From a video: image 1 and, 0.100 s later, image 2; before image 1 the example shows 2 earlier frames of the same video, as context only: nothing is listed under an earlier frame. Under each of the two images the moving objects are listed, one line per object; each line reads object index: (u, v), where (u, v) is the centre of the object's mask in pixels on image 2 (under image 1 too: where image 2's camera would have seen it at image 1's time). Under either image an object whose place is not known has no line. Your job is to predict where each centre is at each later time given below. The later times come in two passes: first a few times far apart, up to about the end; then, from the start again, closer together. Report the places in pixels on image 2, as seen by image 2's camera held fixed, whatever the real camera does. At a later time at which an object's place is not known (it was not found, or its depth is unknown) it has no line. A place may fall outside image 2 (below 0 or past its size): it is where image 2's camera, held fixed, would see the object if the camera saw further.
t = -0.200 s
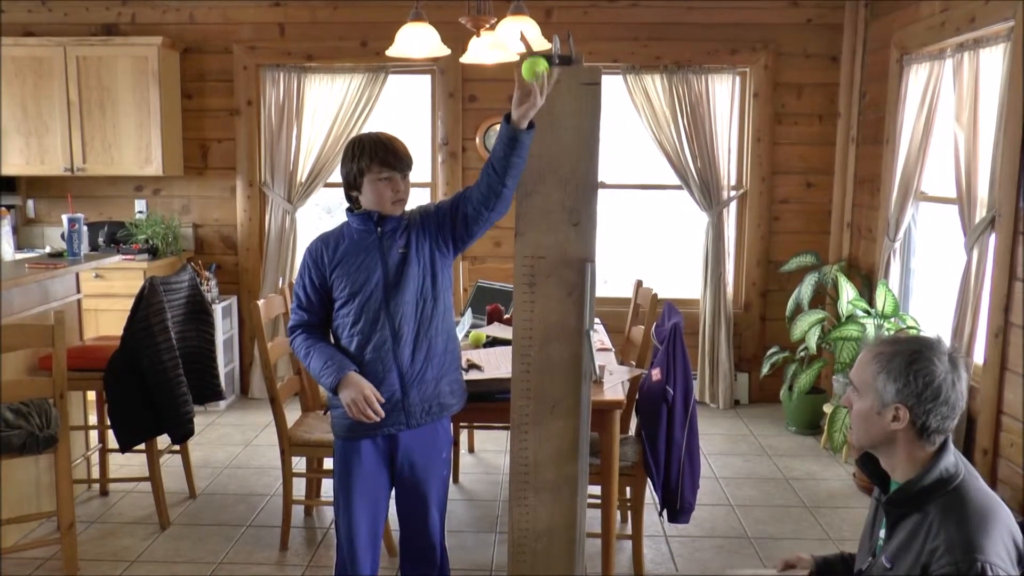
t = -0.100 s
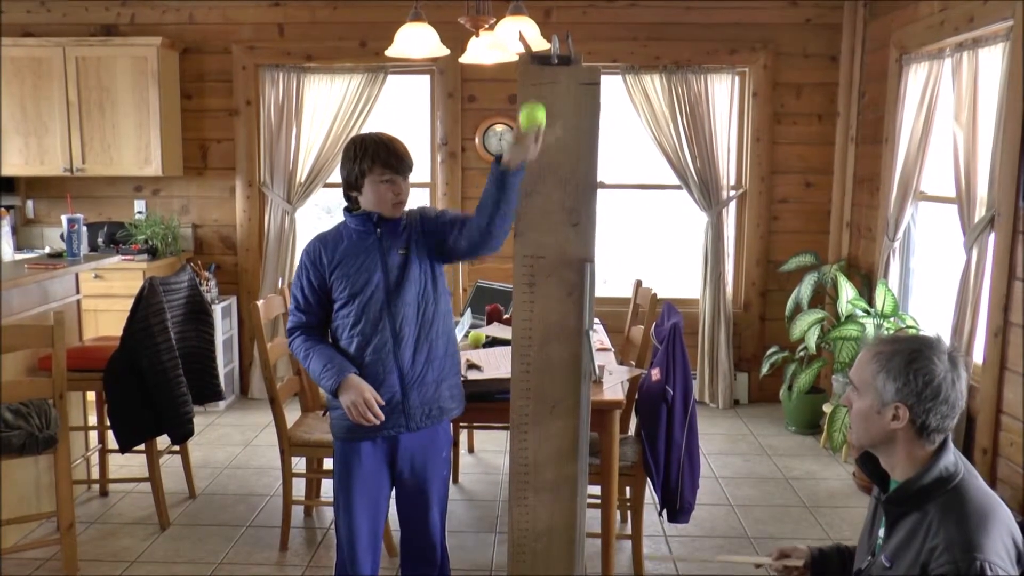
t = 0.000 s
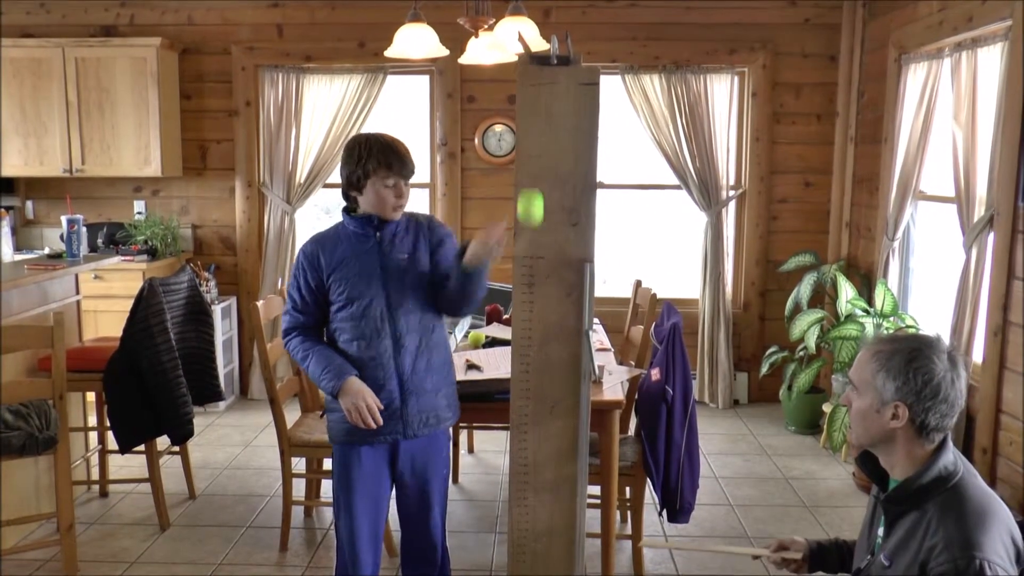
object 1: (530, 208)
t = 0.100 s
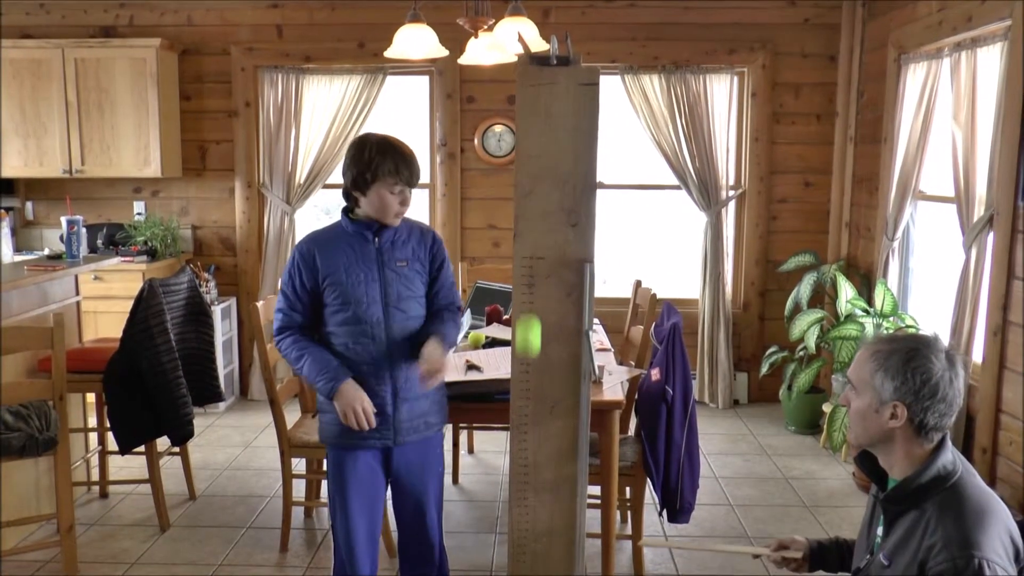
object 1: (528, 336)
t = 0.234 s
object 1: (525, 552)
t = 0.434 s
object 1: (533, 538)
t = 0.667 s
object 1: (552, 365)
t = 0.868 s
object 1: (567, 366)
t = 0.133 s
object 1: (527, 386)
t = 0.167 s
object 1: (527, 439)
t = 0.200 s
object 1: (526, 495)
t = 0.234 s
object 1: (525, 552)
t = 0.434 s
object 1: (533, 538)
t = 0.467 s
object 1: (535, 505)
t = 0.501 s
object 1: (538, 473)
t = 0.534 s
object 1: (541, 445)
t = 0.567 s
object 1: (544, 419)
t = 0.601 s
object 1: (546, 397)
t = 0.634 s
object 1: (549, 379)
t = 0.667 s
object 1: (552, 365)
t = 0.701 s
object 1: (554, 355)
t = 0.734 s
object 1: (557, 349)
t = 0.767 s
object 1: (559, 347)
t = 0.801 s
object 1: (562, 349)
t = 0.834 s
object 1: (565, 355)
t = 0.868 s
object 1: (567, 366)
